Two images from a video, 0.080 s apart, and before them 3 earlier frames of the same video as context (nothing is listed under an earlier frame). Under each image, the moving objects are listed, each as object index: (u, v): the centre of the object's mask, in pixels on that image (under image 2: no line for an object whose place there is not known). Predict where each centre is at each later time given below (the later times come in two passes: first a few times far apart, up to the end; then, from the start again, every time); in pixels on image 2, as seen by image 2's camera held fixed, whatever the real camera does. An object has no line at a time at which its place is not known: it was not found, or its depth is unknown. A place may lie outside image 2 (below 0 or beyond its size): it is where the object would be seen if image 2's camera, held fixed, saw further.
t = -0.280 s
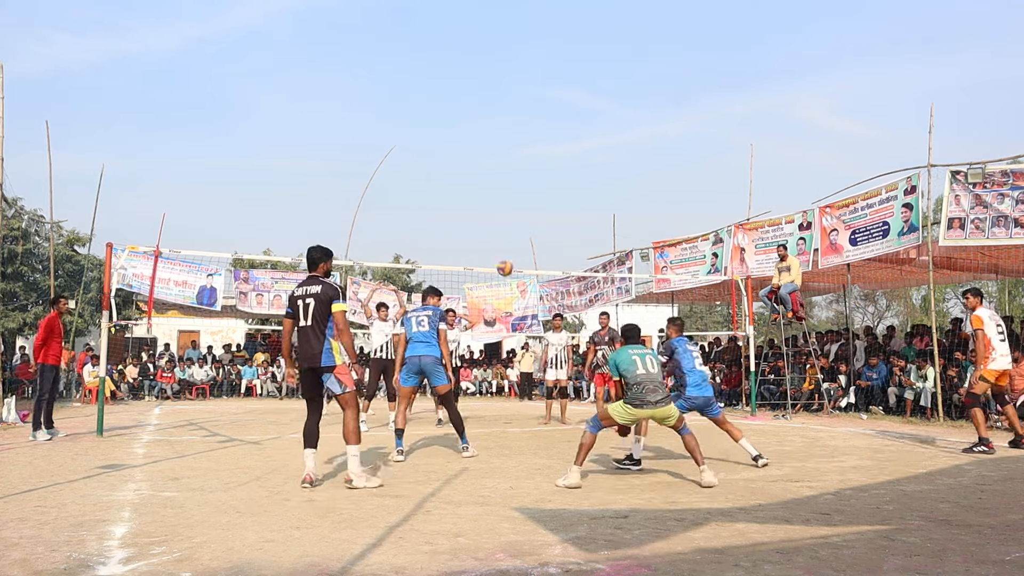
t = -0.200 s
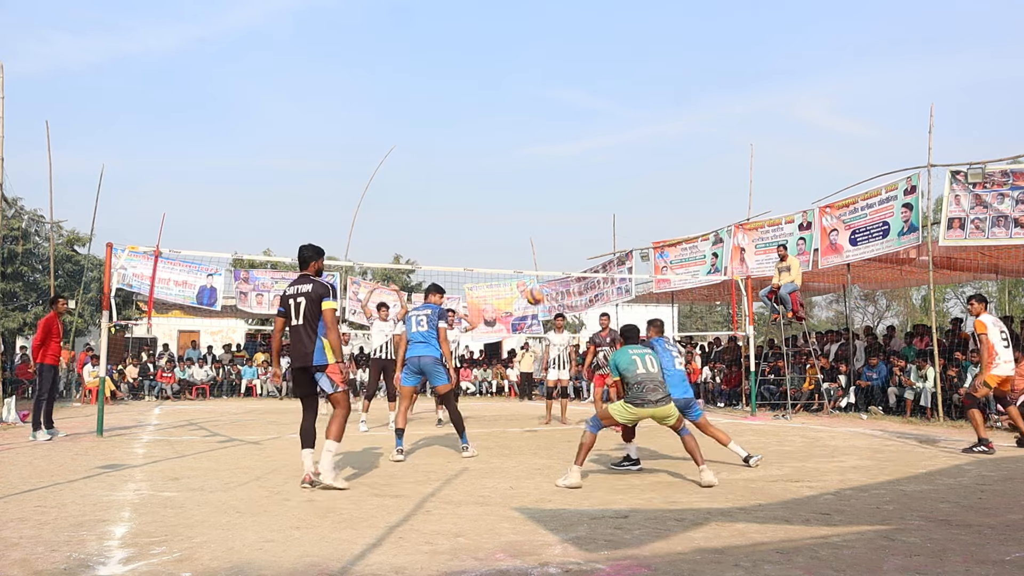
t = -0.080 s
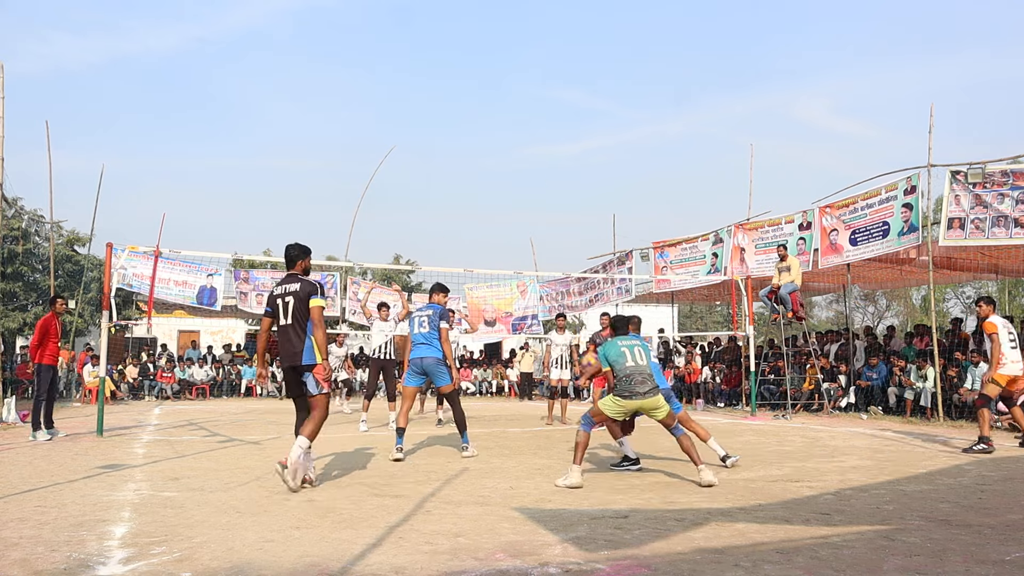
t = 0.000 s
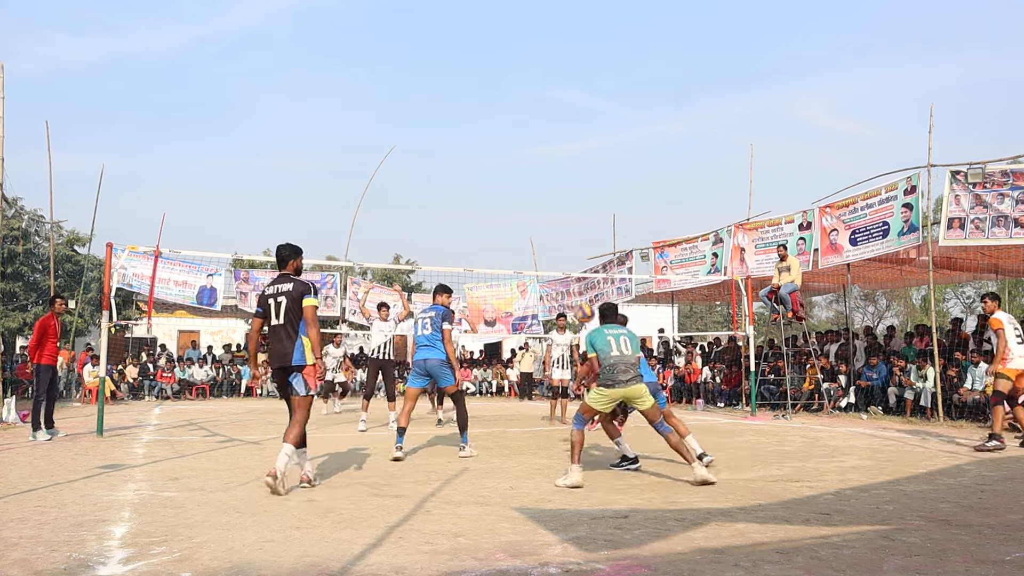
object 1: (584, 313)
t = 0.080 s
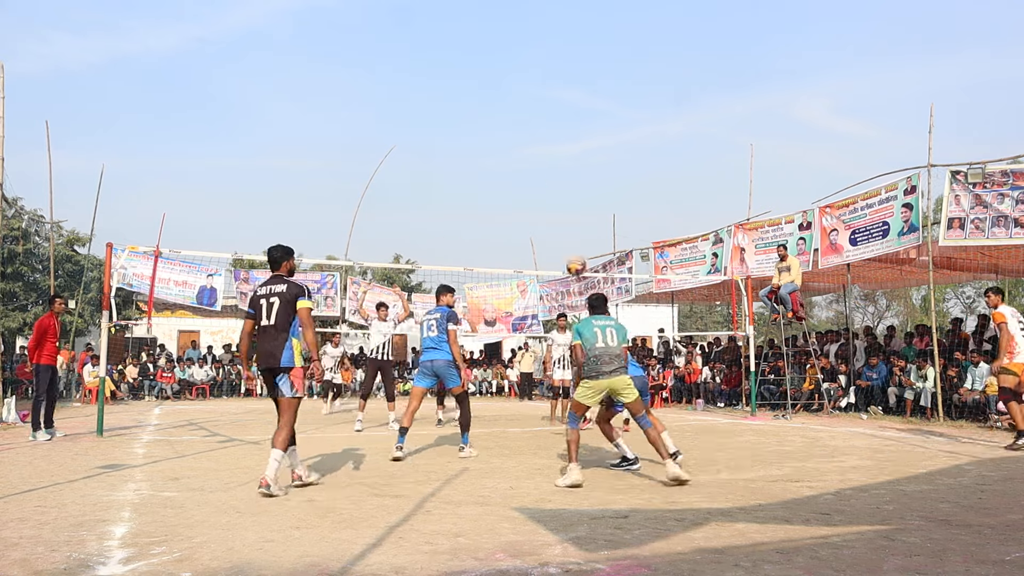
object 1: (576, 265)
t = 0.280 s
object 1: (560, 188)
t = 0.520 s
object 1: (545, 149)
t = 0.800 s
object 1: (530, 163)
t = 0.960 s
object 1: (523, 195)
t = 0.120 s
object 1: (573, 248)
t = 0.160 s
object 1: (569, 230)
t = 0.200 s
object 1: (566, 214)
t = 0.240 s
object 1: (563, 200)
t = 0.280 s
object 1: (560, 188)
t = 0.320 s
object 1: (557, 178)
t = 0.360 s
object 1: (554, 169)
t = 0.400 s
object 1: (552, 162)
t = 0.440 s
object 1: (549, 156)
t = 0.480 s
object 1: (547, 152)
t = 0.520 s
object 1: (545, 149)
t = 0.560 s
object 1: (542, 148)
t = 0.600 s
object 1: (540, 146)
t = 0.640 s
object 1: (538, 148)
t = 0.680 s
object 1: (536, 150)
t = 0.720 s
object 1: (534, 153)
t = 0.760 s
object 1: (532, 157)
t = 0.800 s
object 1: (530, 163)
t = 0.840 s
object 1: (528, 169)
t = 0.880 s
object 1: (527, 176)
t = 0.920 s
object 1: (525, 186)
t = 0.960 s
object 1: (523, 195)
